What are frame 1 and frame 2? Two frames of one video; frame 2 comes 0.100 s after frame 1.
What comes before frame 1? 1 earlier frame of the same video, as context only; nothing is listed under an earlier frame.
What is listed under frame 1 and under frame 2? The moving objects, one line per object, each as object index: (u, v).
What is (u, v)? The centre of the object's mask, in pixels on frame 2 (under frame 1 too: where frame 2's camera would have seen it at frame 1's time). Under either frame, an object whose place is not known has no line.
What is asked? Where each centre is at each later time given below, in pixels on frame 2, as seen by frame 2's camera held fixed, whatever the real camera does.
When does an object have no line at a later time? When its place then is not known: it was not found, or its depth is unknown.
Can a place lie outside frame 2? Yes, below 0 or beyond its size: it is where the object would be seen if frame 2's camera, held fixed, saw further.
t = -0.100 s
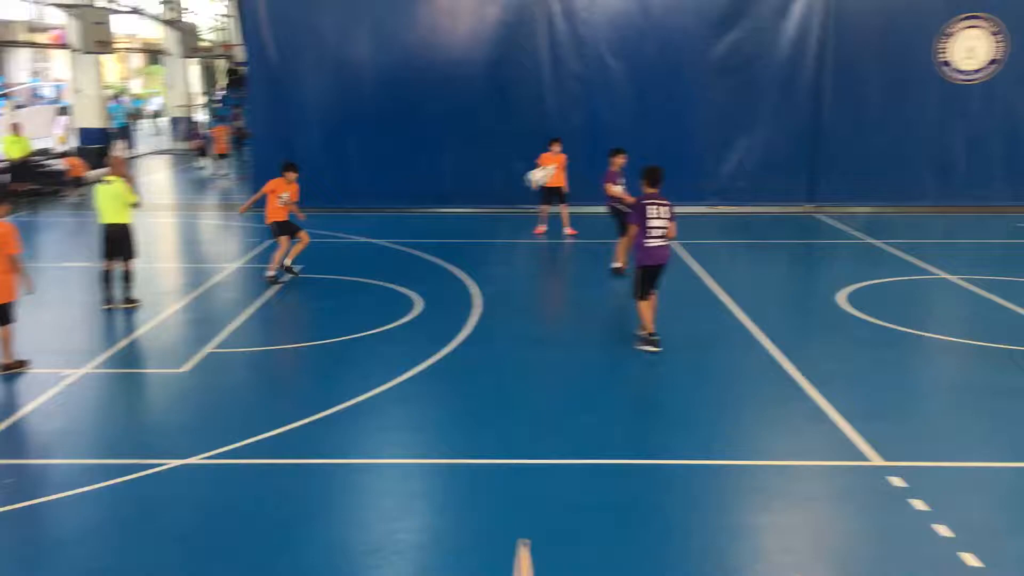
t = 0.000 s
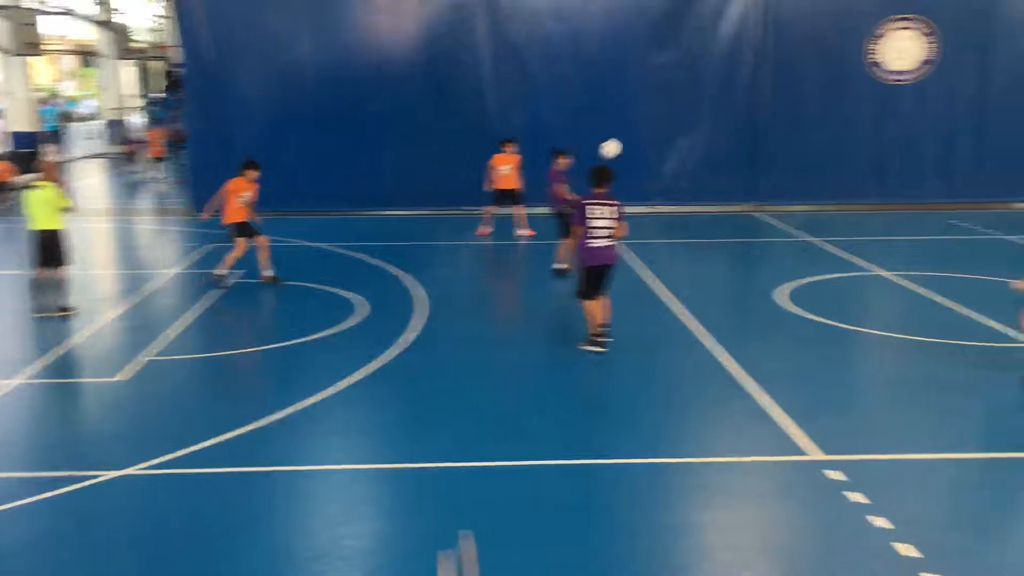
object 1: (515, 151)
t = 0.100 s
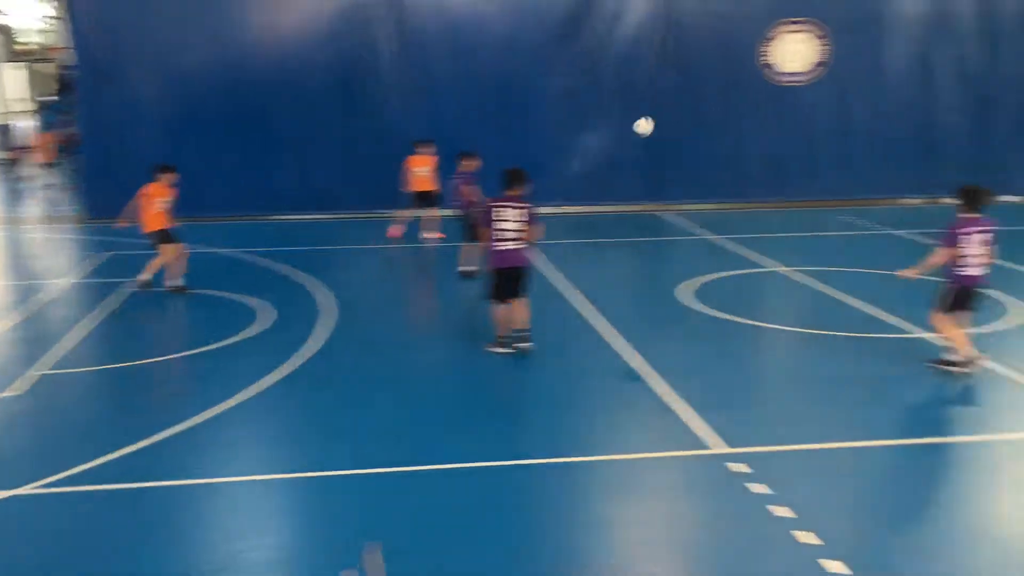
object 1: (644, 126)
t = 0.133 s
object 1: (685, 120)
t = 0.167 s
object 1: (728, 115)
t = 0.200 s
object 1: (770, 110)
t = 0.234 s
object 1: (812, 107)
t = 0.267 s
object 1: (854, 103)
